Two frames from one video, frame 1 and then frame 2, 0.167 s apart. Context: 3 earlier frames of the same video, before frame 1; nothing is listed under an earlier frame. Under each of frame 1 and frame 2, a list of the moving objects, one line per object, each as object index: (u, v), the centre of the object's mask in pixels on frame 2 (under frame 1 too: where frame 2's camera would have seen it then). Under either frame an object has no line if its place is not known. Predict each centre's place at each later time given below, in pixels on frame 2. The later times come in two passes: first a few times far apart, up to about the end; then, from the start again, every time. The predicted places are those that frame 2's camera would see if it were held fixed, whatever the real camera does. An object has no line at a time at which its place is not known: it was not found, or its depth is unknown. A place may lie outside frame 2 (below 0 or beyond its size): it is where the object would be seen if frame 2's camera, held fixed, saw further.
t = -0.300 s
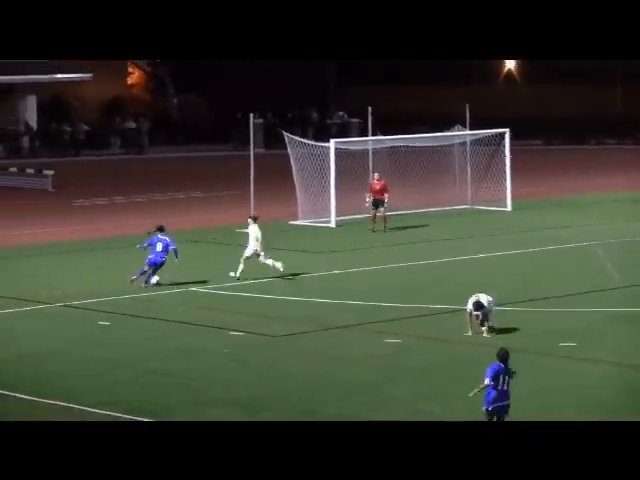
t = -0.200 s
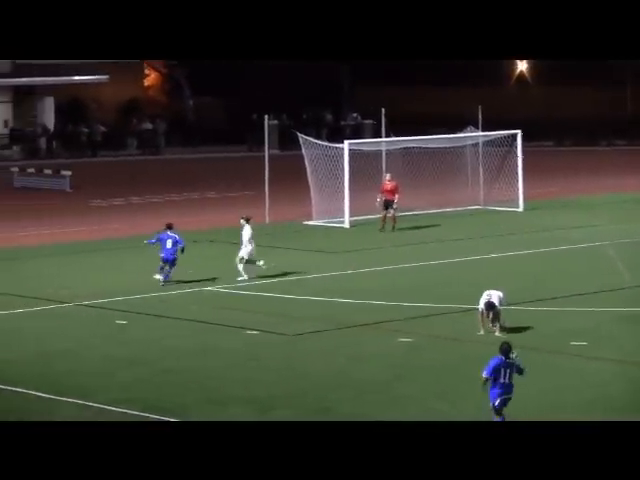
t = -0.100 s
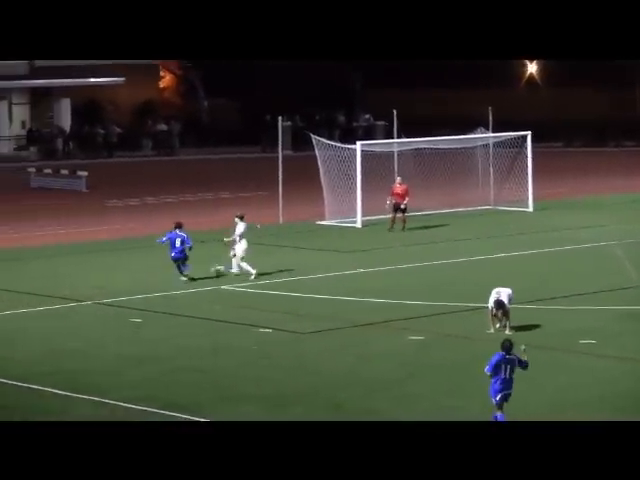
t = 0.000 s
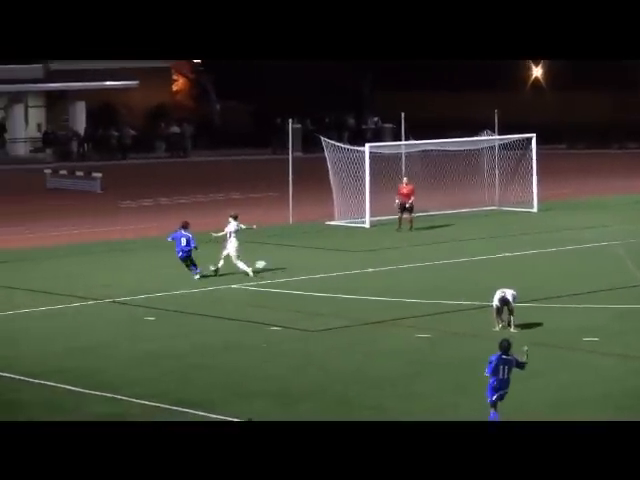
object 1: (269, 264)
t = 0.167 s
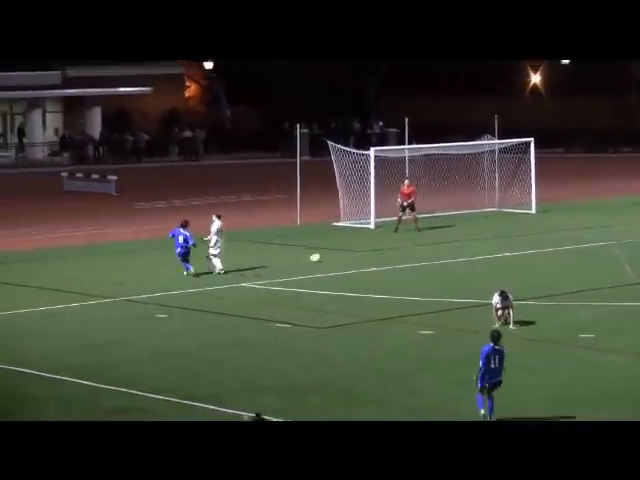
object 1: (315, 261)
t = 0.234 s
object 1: (332, 258)
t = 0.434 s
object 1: (374, 250)
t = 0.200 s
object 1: (324, 259)
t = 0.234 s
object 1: (332, 258)
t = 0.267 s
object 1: (340, 257)
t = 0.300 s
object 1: (347, 254)
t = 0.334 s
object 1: (354, 253)
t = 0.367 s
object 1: (361, 252)
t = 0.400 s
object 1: (368, 251)
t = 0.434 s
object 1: (374, 250)
